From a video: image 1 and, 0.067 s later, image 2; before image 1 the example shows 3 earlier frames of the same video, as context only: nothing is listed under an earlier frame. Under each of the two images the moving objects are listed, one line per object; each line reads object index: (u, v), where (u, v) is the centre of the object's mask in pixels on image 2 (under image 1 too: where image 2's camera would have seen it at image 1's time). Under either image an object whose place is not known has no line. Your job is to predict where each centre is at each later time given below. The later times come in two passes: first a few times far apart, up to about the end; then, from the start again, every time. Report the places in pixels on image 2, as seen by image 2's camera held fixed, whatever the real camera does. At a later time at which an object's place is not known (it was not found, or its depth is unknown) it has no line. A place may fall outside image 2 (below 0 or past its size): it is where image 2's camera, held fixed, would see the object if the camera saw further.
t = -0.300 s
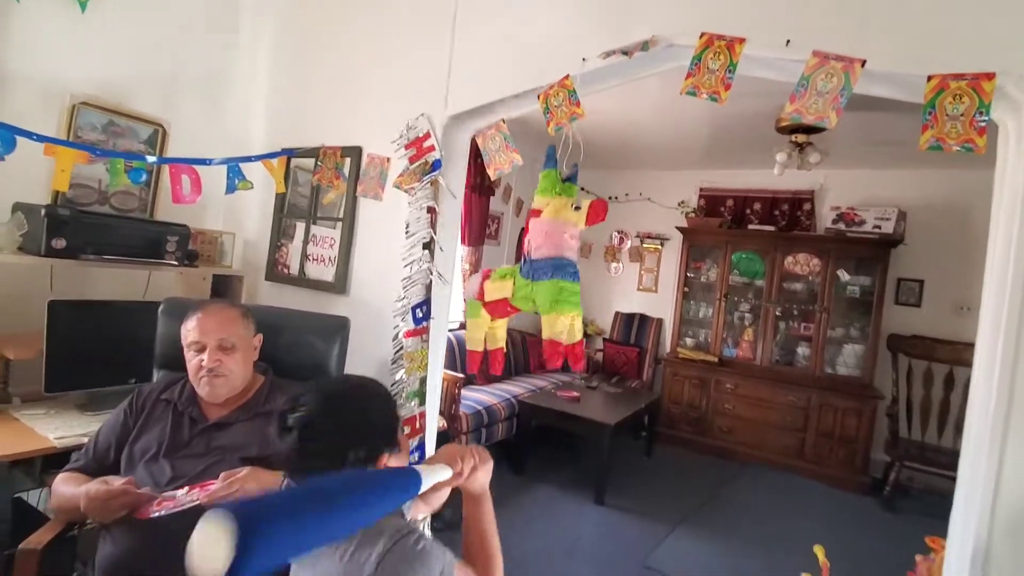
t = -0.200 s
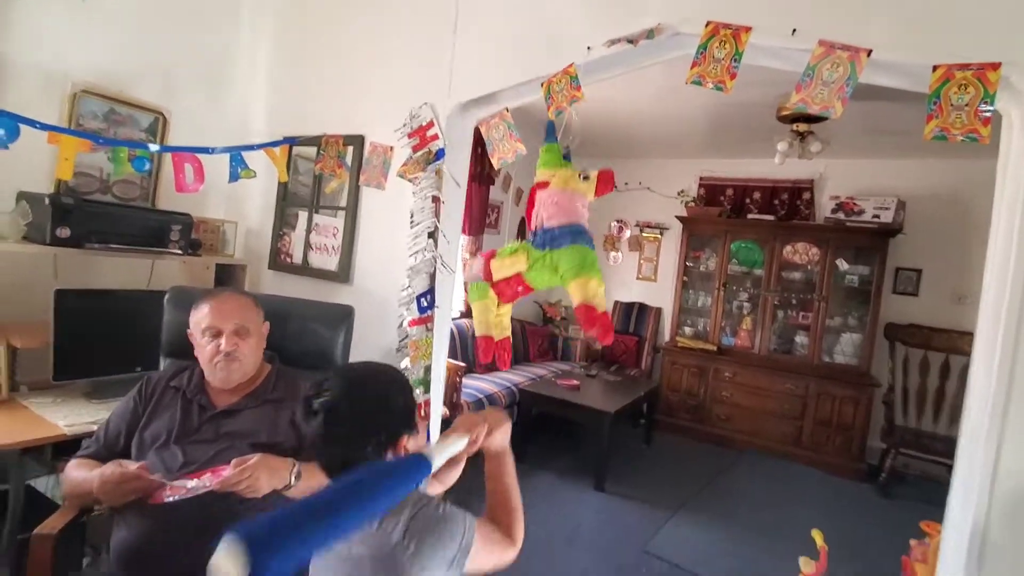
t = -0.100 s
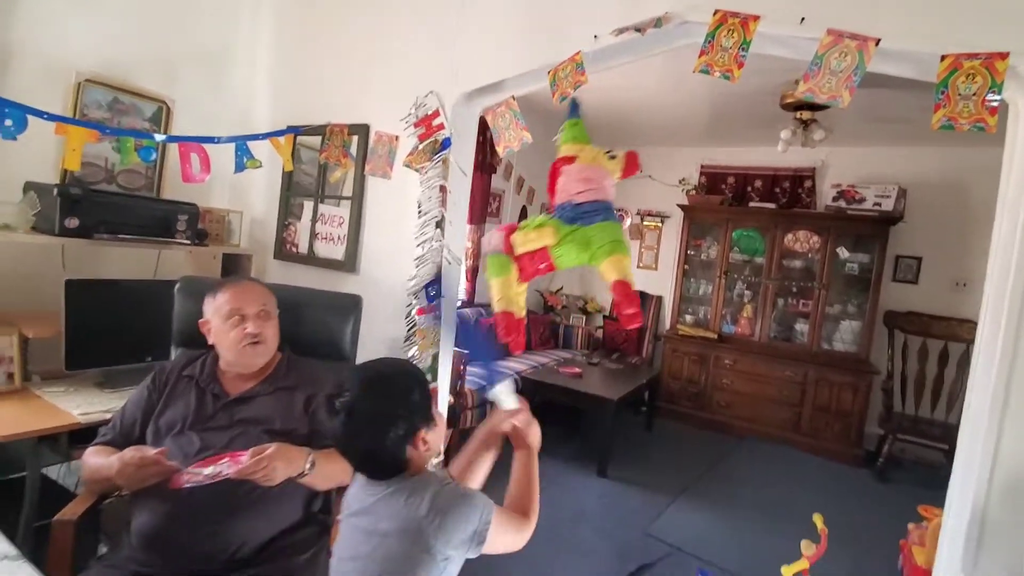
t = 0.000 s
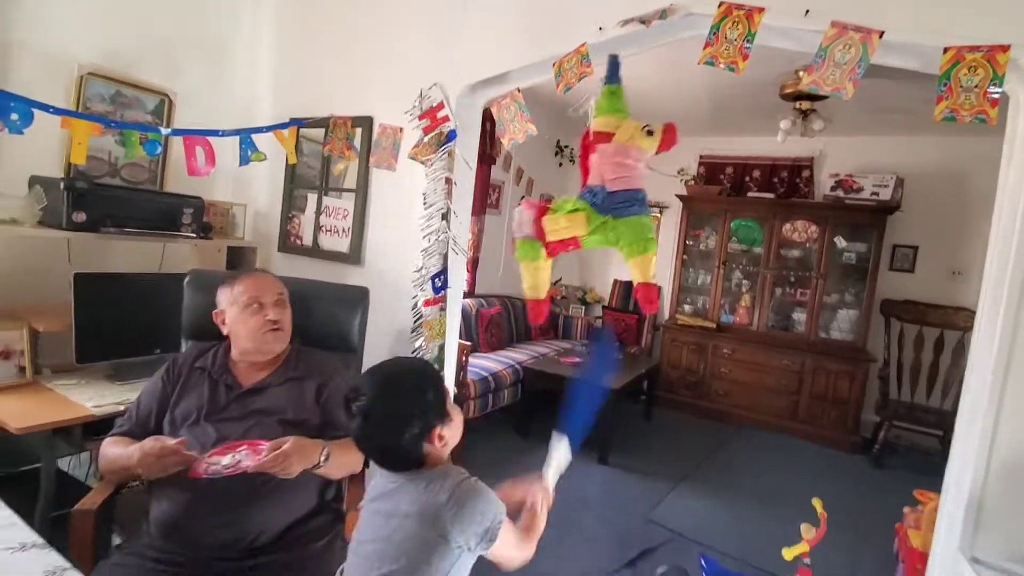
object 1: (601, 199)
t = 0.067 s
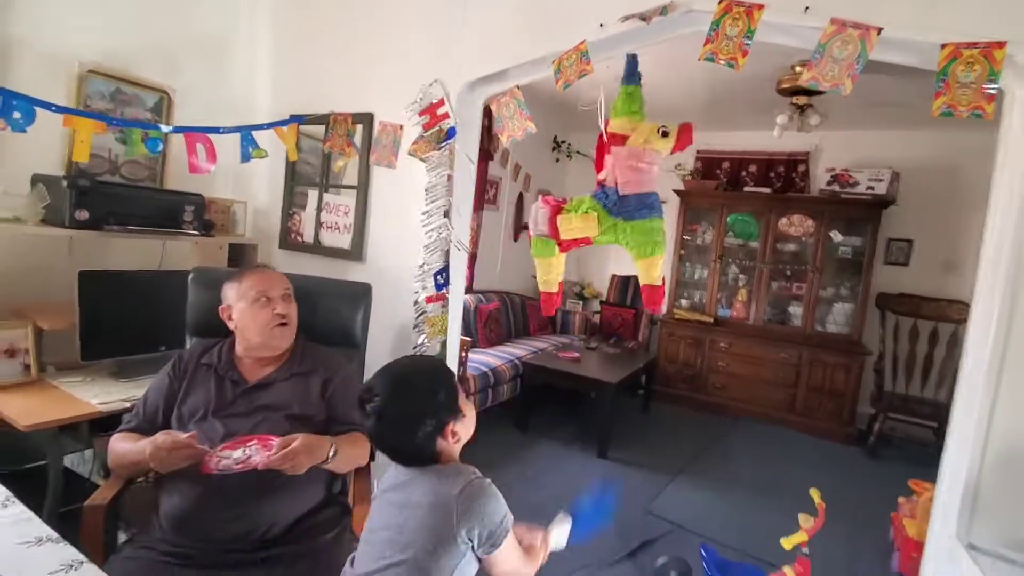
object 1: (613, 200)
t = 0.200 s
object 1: (621, 242)
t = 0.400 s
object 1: (613, 233)
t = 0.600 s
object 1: (612, 228)
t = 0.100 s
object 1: (618, 206)
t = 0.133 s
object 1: (621, 218)
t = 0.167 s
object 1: (622, 231)
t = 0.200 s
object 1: (621, 242)
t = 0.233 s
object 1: (617, 247)
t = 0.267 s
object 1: (612, 240)
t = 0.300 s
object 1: (611, 234)
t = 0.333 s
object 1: (612, 231)
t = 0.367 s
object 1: (612, 231)
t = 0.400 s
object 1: (613, 233)
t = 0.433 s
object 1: (616, 237)
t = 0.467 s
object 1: (618, 236)
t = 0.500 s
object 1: (618, 234)
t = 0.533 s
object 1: (618, 231)
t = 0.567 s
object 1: (616, 229)
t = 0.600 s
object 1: (612, 228)
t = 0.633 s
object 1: (608, 226)
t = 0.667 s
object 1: (603, 224)
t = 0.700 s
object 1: (598, 222)
